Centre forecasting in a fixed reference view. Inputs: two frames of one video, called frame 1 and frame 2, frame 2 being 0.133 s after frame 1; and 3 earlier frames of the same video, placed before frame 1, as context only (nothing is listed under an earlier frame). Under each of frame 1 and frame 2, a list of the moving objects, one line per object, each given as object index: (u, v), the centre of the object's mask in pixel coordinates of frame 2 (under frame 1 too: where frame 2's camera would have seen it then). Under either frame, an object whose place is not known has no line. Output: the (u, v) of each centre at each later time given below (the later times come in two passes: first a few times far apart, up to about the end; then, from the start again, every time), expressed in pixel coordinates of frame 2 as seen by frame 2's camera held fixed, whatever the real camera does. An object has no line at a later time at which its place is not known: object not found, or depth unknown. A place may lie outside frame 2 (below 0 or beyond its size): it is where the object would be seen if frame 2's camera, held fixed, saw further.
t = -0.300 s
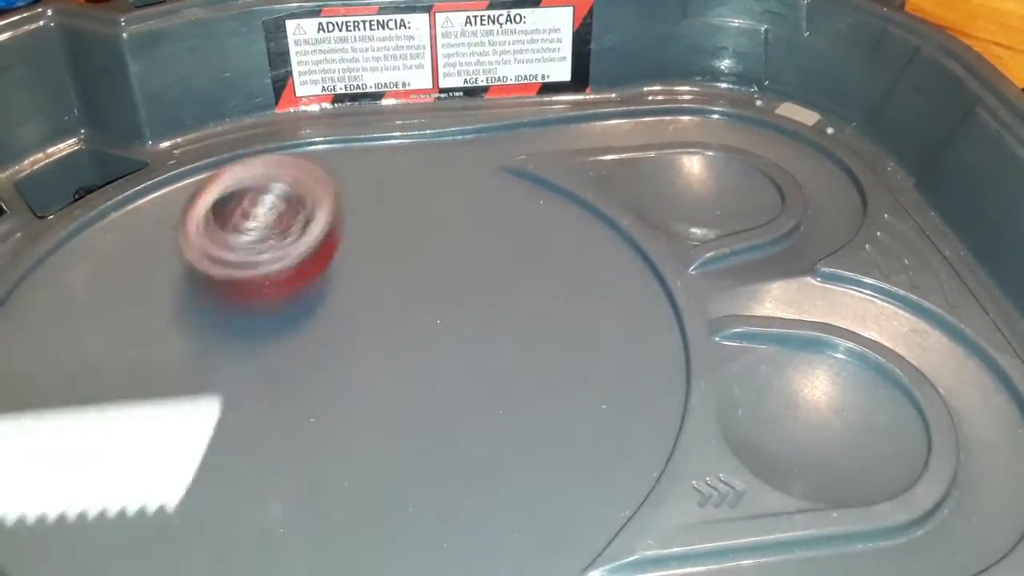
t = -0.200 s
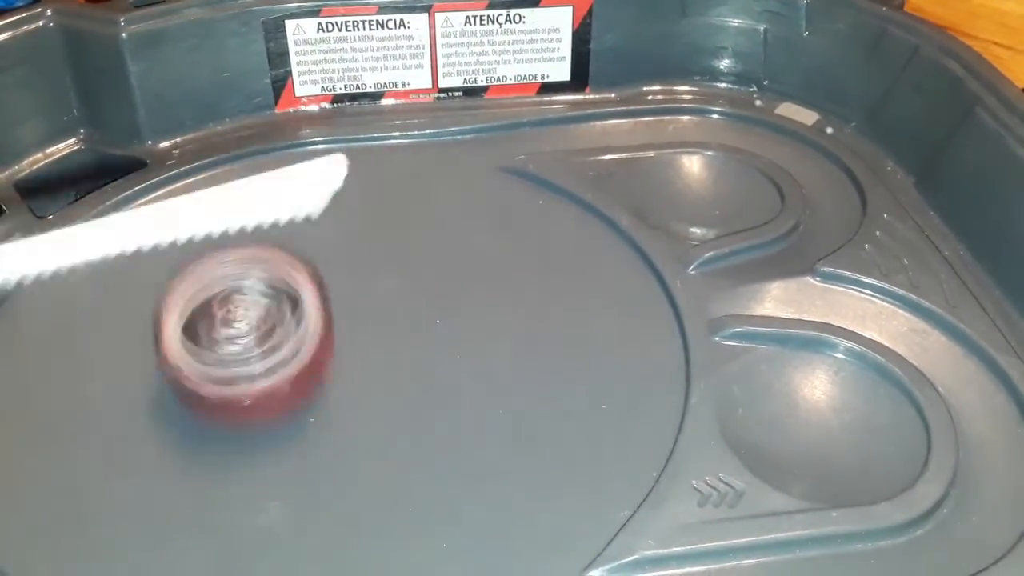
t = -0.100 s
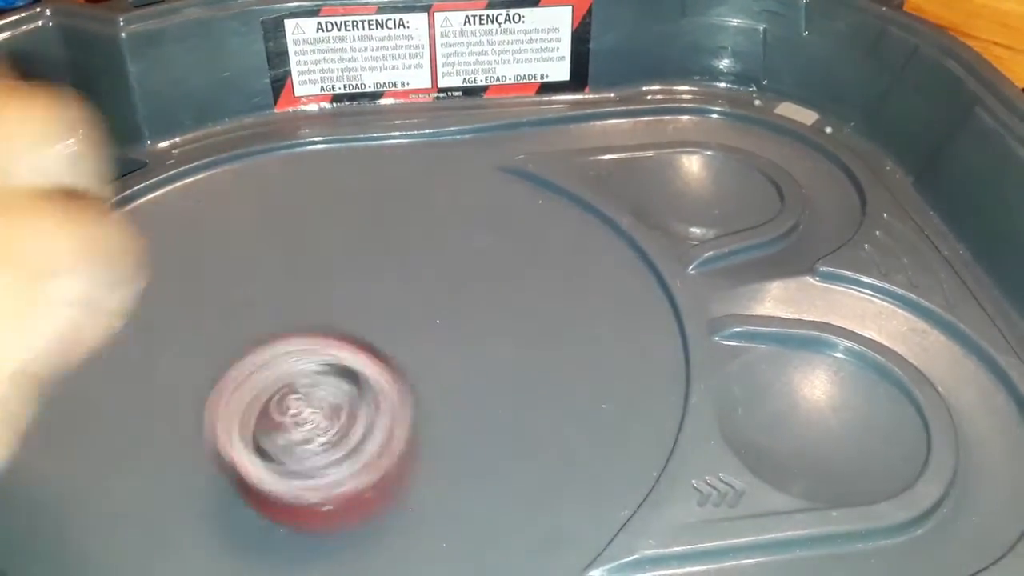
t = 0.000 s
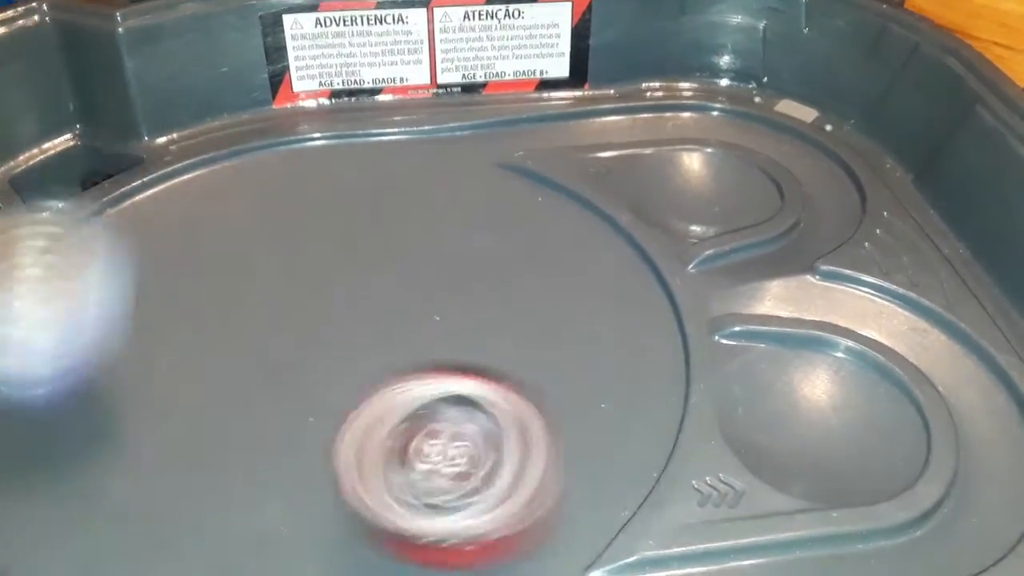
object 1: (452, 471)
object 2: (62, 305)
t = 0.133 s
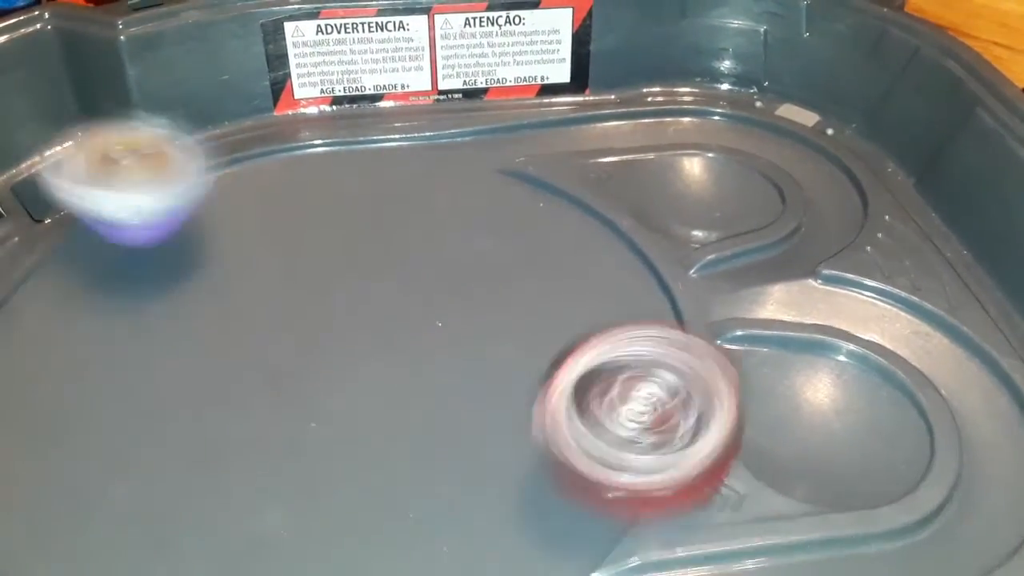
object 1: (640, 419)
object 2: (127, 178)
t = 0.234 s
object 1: (639, 339)
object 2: (270, 118)
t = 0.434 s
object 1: (601, 352)
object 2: (549, 166)
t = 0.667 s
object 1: (532, 513)
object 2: (504, 306)
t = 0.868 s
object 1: (345, 507)
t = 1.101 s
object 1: (315, 356)
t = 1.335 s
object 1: (328, 306)
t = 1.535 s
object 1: (299, 363)
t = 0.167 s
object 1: (649, 391)
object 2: (171, 148)
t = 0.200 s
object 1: (648, 366)
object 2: (218, 121)
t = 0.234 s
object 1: (639, 339)
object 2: (270, 118)
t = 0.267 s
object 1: (627, 317)
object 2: (335, 142)
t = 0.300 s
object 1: (608, 299)
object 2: (403, 159)
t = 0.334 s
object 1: (587, 281)
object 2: (478, 178)
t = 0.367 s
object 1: (591, 299)
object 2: (519, 173)
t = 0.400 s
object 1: (599, 326)
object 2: (544, 161)
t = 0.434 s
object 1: (601, 352)
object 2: (549, 166)
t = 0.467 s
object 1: (599, 373)
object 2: (554, 187)
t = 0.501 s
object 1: (595, 392)
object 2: (558, 210)
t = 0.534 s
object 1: (588, 408)
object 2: (562, 239)
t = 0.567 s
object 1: (578, 424)
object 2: (564, 269)
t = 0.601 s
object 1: (573, 468)
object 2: (555, 289)
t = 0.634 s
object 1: (562, 499)
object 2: (533, 296)
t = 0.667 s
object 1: (532, 513)
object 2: (504, 306)
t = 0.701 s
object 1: (502, 520)
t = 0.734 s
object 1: (464, 528)
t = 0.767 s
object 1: (431, 522)
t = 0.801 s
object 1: (397, 516)
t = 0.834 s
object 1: (370, 512)
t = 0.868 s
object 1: (345, 507)
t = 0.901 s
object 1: (330, 495)
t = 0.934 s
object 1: (319, 475)
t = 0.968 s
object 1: (313, 451)
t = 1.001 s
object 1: (310, 425)
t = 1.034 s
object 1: (311, 400)
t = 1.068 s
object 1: (313, 376)
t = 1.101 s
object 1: (315, 356)
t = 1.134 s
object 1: (318, 339)
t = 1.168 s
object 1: (320, 325)
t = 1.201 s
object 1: (323, 316)
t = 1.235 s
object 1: (326, 310)
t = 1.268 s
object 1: (328, 306)
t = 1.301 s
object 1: (330, 305)
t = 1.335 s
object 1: (328, 306)
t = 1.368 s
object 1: (325, 311)
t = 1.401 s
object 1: (322, 318)
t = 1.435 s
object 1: (318, 327)
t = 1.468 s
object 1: (313, 340)
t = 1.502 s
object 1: (305, 353)
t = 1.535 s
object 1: (299, 363)
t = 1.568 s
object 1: (302, 382)
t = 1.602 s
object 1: (299, 398)
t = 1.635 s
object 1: (308, 405)
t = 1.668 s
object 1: (321, 409)
